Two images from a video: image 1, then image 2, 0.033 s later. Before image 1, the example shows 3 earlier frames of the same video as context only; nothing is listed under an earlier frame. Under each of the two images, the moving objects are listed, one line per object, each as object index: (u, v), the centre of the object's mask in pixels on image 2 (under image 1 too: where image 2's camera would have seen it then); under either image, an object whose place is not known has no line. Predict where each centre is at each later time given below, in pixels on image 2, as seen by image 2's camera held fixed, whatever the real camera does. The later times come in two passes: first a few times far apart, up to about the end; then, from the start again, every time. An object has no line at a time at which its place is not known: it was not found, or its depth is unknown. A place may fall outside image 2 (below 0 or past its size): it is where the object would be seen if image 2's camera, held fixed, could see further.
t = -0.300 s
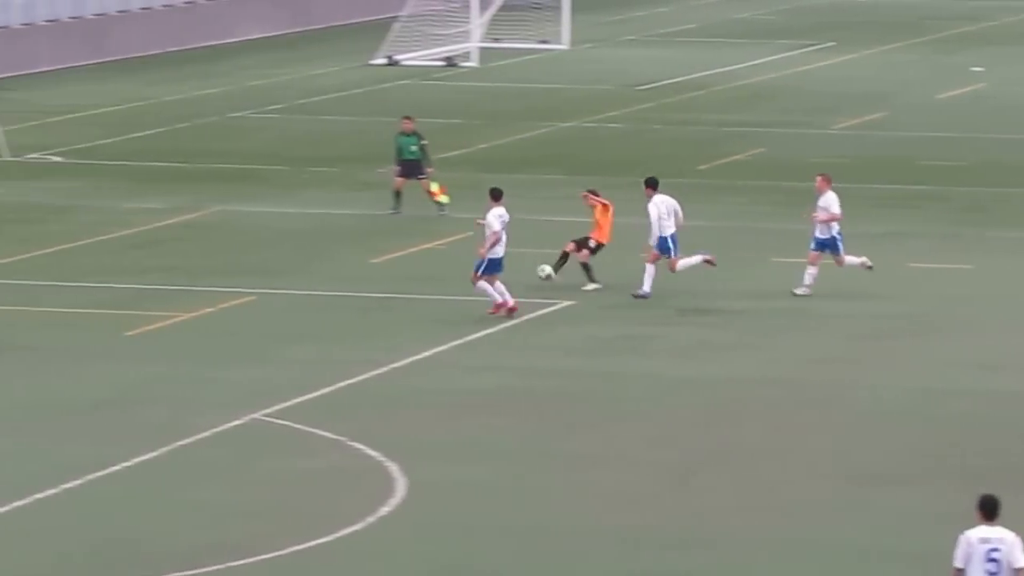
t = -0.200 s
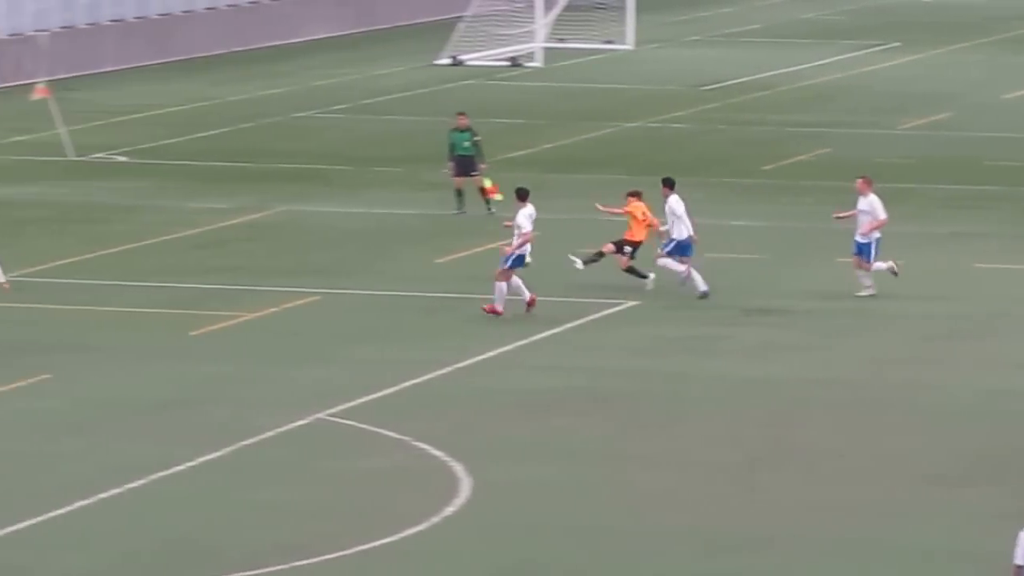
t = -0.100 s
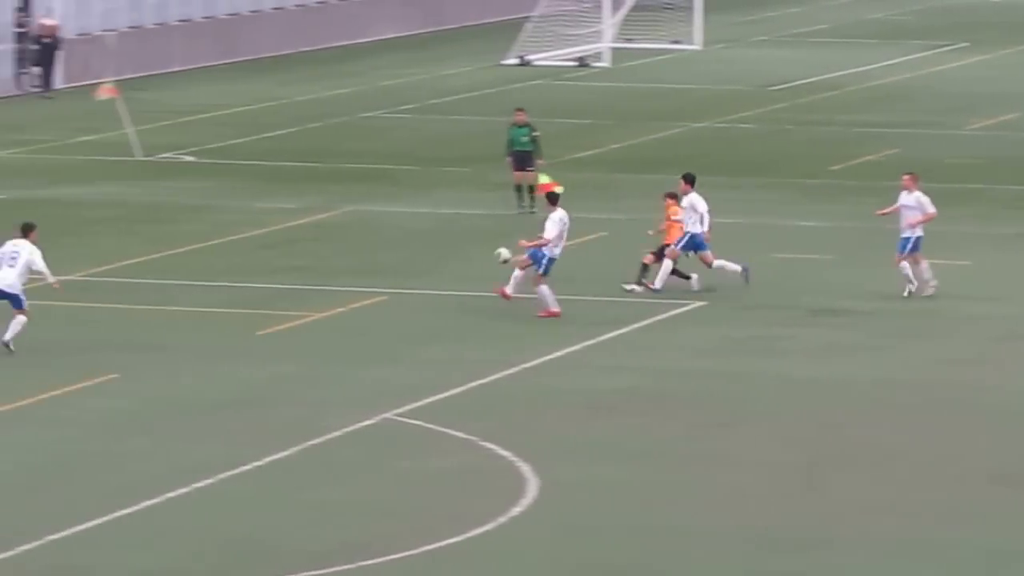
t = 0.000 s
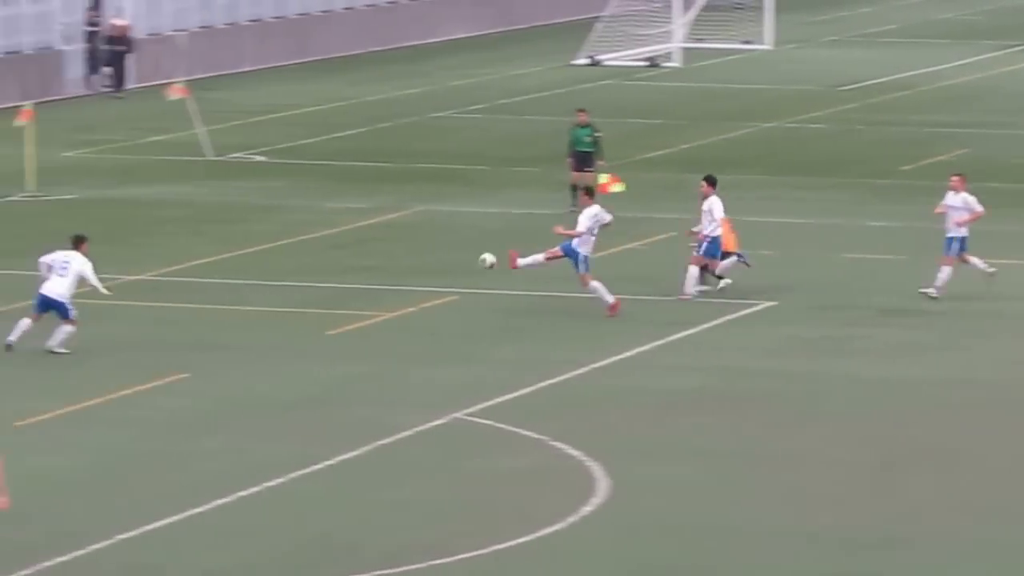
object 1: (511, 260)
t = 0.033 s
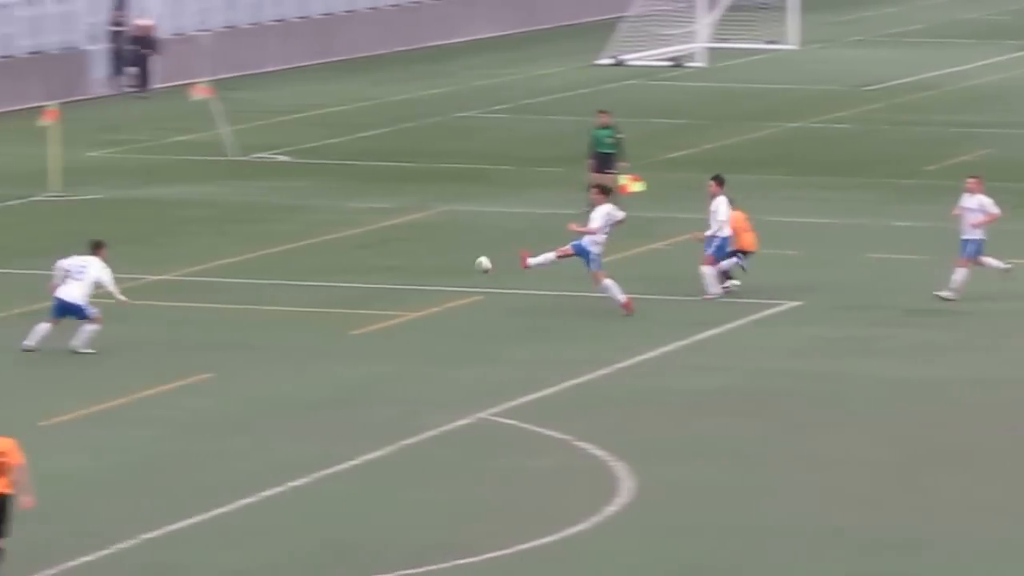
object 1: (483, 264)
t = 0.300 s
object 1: (259, 337)
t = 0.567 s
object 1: (86, 343)
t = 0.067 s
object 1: (455, 268)
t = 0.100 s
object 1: (427, 274)
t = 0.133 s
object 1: (400, 281)
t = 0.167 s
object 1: (371, 291)
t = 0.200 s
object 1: (344, 300)
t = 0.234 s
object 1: (315, 311)
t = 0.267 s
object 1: (288, 322)
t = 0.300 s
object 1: (259, 337)
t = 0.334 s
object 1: (231, 351)
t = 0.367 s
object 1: (210, 349)
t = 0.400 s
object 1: (189, 345)
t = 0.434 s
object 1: (169, 342)
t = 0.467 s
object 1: (148, 341)
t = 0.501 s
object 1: (128, 341)
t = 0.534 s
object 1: (107, 341)
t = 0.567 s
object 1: (86, 343)
